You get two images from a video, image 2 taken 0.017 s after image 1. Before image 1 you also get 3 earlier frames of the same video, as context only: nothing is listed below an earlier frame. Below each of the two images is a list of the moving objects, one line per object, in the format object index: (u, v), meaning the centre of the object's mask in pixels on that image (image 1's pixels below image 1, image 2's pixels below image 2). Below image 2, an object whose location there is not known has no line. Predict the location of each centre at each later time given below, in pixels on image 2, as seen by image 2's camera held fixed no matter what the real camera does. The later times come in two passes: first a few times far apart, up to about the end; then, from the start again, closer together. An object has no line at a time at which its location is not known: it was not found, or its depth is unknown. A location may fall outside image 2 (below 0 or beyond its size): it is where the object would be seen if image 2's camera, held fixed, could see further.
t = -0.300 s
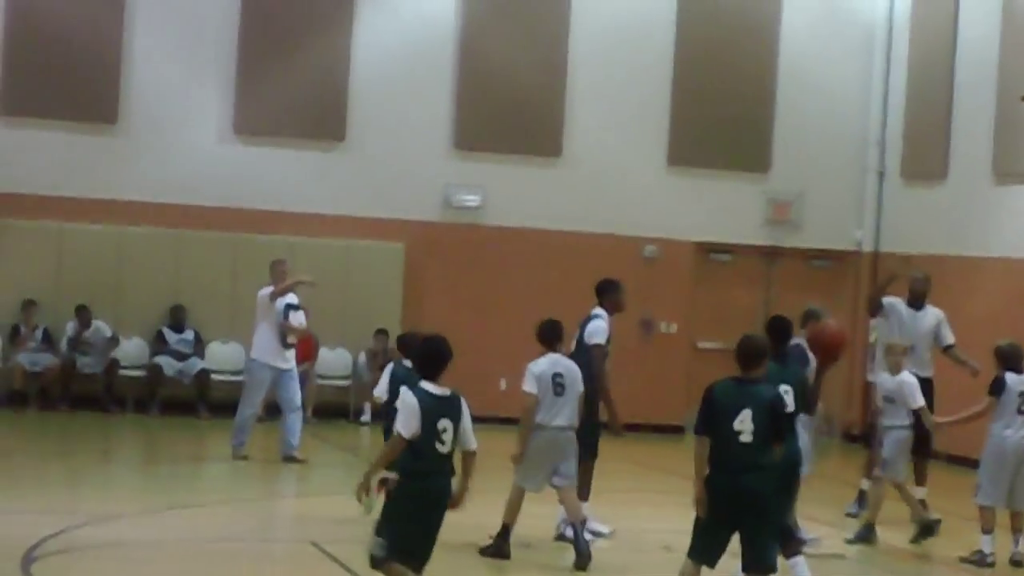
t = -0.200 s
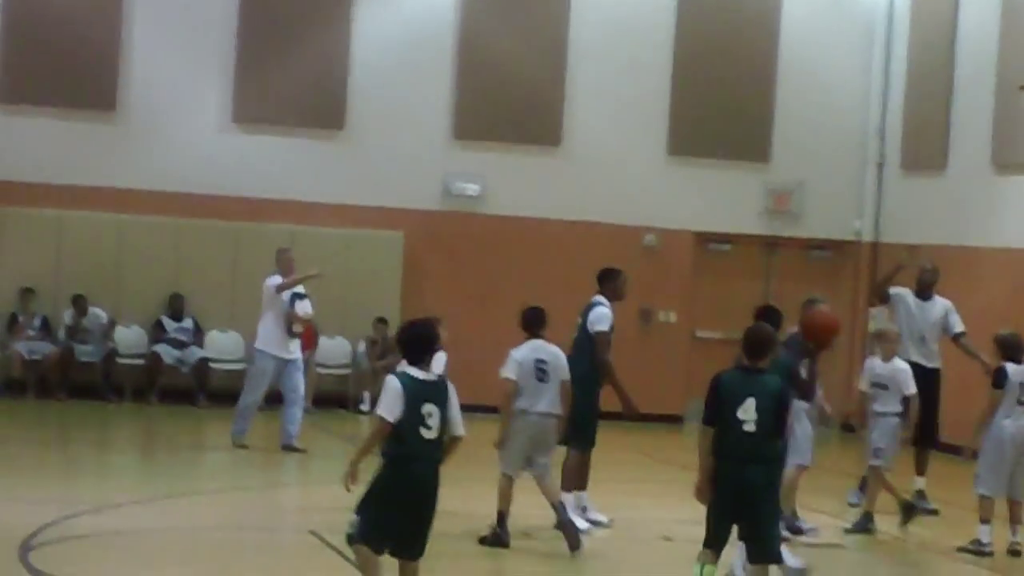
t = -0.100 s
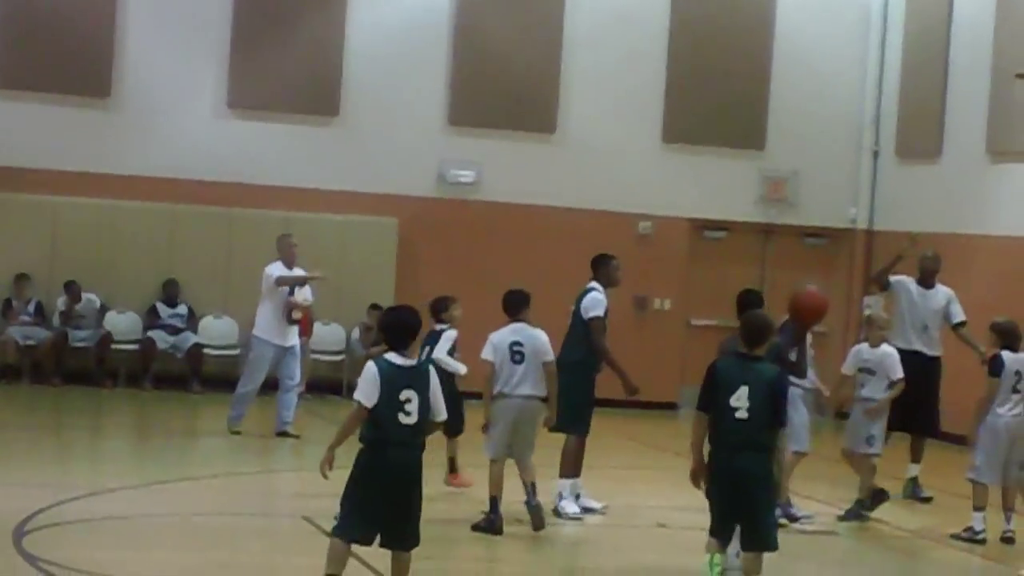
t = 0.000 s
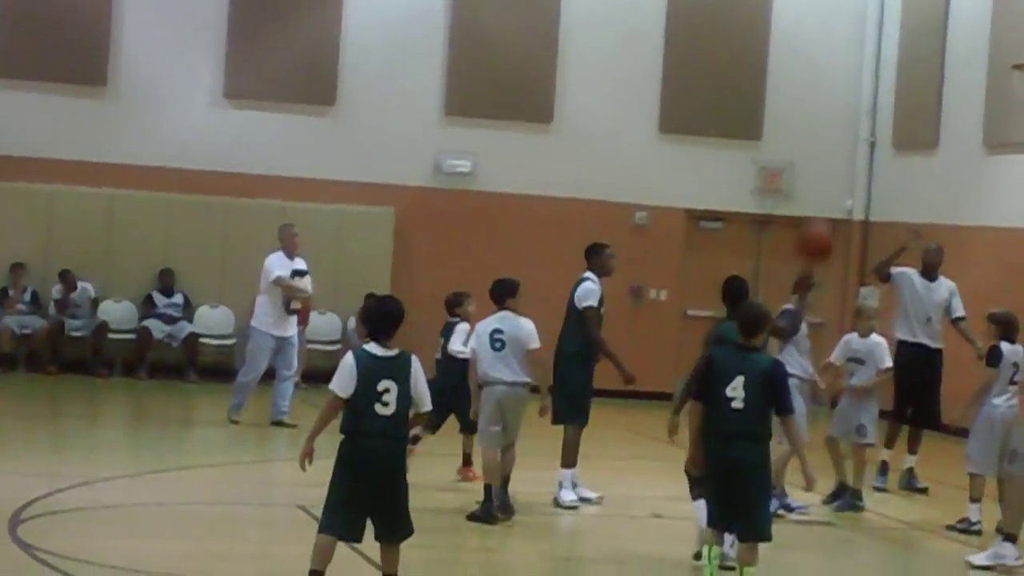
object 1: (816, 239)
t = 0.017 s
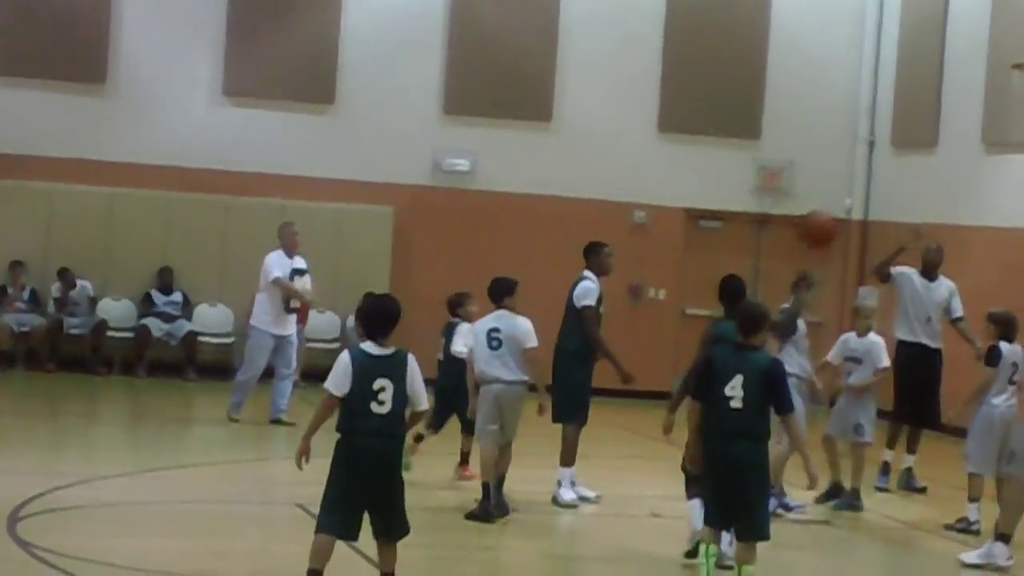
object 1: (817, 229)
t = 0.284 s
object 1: (866, 112)
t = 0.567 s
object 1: (907, 112)
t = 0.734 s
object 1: (922, 165)
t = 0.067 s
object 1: (828, 196)
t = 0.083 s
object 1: (832, 187)
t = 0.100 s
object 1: (835, 178)
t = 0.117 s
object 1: (838, 169)
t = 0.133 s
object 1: (840, 161)
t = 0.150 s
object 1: (843, 154)
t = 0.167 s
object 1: (846, 147)
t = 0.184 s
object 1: (849, 141)
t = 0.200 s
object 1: (853, 135)
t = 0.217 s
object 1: (855, 129)
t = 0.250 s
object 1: (860, 120)
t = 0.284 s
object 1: (866, 112)
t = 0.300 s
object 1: (869, 109)
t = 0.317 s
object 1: (871, 107)
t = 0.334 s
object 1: (874, 104)
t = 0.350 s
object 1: (876, 102)
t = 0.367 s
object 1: (879, 101)
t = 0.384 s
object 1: (881, 100)
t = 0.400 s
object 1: (884, 99)
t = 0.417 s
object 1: (886, 99)
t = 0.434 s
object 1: (888, 99)
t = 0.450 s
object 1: (889, 100)
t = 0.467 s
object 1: (891, 100)
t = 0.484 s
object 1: (894, 102)
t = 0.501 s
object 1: (897, 104)
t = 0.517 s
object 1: (900, 105)
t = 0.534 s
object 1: (903, 107)
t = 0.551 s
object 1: (905, 110)
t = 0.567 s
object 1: (907, 112)
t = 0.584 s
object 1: (908, 116)
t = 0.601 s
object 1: (909, 121)
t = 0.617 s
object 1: (911, 124)
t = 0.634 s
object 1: (912, 129)
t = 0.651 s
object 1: (913, 134)
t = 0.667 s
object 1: (915, 140)
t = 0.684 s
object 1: (917, 146)
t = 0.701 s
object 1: (919, 152)
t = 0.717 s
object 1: (920, 158)
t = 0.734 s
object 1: (922, 165)
